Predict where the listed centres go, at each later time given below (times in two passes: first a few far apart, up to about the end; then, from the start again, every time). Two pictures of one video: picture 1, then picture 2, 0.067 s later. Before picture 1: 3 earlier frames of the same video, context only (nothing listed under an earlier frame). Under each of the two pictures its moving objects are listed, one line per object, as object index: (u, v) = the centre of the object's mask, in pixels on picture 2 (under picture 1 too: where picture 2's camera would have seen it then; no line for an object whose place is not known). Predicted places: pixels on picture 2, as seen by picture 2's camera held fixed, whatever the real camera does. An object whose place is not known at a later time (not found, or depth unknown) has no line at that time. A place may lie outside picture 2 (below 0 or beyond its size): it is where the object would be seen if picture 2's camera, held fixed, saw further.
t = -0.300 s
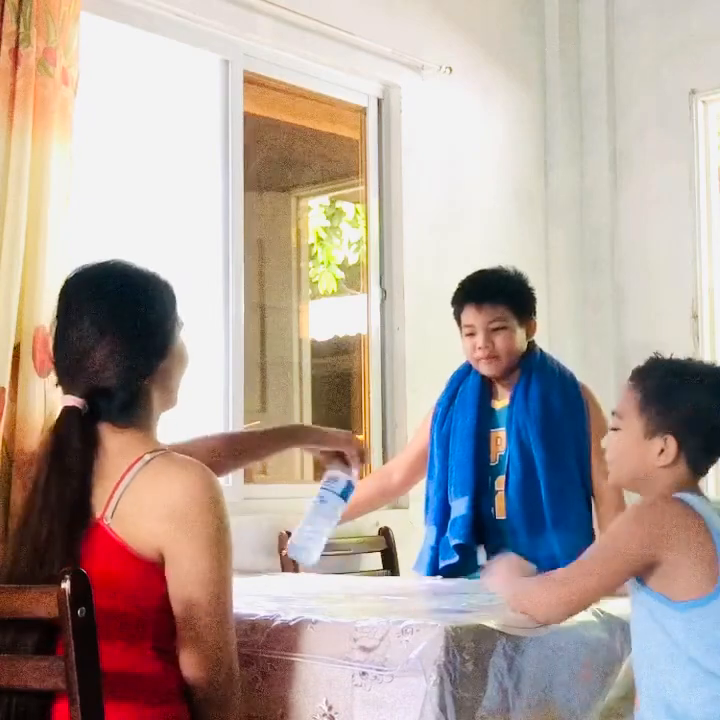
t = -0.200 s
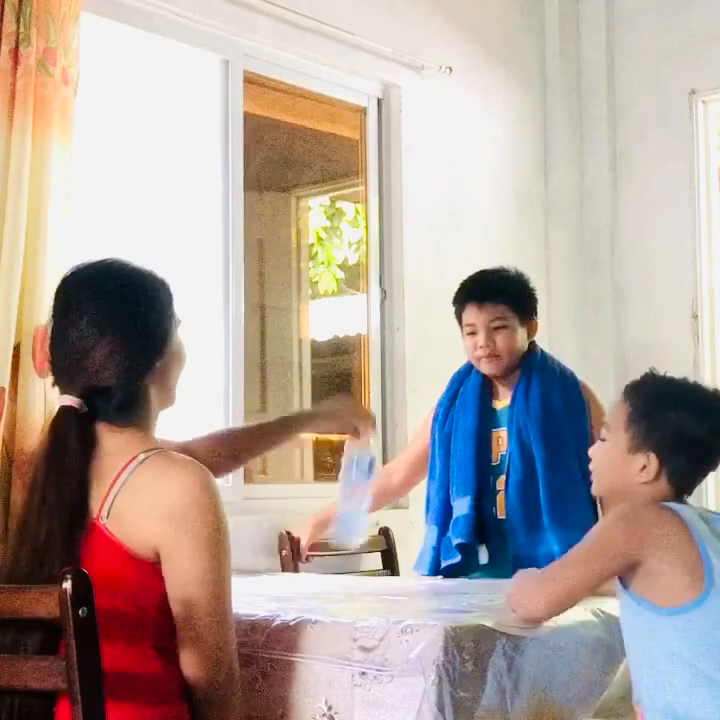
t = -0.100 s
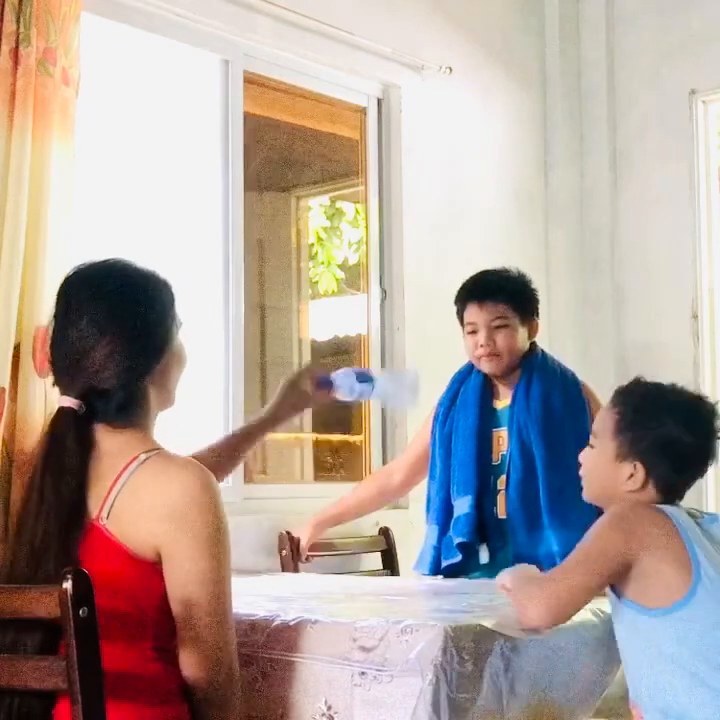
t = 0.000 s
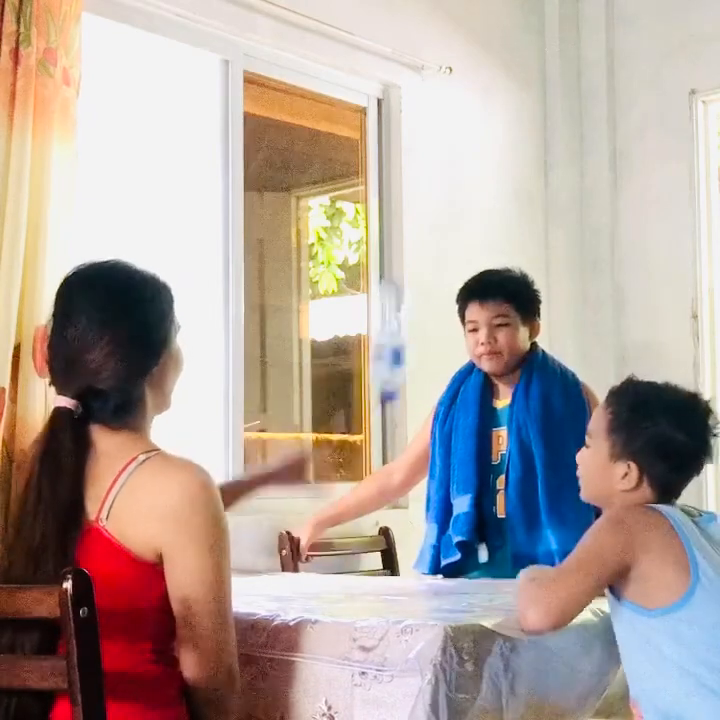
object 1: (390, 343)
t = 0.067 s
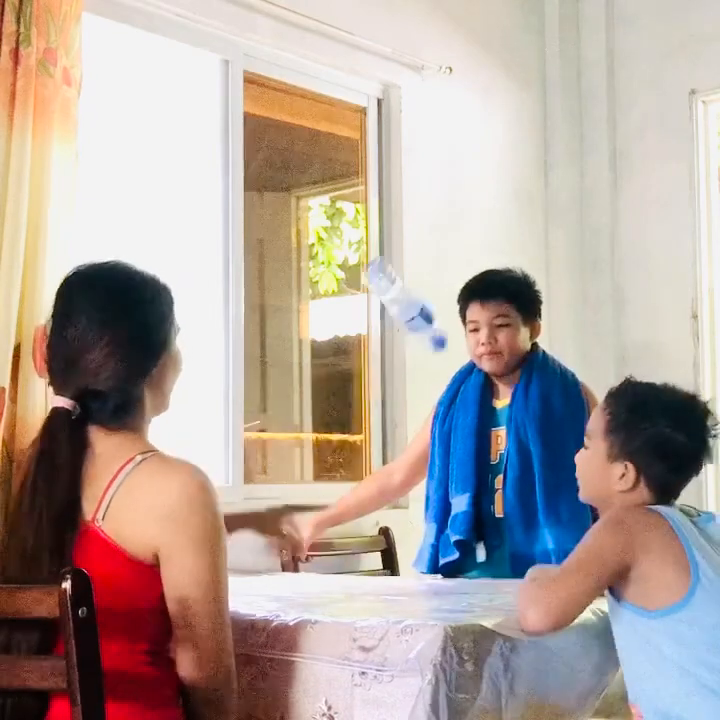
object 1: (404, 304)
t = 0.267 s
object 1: (389, 427)
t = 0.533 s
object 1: (370, 540)
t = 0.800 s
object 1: (376, 541)
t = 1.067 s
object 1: (376, 541)
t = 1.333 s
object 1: (376, 541)
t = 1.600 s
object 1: (376, 541)
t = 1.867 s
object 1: (376, 541)
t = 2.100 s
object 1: (376, 541)
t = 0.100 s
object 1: (402, 300)
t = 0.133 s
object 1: (403, 305)
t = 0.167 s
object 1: (397, 334)
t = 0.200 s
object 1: (391, 360)
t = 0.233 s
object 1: (390, 392)
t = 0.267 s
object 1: (389, 427)
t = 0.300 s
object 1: (386, 517)
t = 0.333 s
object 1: (384, 539)
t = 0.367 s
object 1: (382, 538)
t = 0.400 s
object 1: (380, 540)
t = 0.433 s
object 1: (373, 540)
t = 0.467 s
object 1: (371, 540)
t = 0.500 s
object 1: (370, 540)
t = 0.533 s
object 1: (370, 540)
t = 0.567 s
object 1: (374, 540)
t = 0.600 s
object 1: (377, 541)
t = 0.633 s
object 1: (378, 540)
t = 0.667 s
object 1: (377, 541)
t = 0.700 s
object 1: (374, 541)
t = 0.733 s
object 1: (375, 541)
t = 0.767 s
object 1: (375, 541)
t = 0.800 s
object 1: (376, 541)
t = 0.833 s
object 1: (376, 541)
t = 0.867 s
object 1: (376, 541)
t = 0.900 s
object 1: (376, 541)
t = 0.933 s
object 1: (376, 541)
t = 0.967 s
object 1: (376, 541)
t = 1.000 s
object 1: (376, 541)
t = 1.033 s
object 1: (376, 541)
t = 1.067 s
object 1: (376, 541)
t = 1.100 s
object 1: (376, 541)
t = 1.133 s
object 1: (376, 541)
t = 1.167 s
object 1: (376, 541)
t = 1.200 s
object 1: (376, 541)
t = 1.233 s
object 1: (376, 541)
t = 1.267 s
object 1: (376, 541)
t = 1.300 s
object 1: (376, 541)
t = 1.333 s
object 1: (376, 541)
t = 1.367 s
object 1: (376, 541)
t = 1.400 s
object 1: (376, 541)
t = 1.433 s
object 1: (376, 541)
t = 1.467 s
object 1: (376, 541)
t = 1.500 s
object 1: (376, 541)
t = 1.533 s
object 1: (376, 541)
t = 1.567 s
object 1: (376, 541)
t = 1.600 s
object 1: (376, 541)
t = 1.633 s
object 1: (376, 541)
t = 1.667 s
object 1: (376, 541)
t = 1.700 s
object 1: (376, 541)
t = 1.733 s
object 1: (376, 541)
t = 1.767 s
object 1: (376, 541)
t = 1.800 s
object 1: (376, 541)
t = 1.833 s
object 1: (376, 540)
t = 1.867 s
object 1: (376, 541)
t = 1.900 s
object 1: (376, 541)
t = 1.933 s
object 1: (376, 541)
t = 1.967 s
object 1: (376, 541)
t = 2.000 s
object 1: (376, 541)
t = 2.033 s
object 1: (376, 541)
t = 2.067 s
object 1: (376, 541)
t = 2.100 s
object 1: (376, 541)
